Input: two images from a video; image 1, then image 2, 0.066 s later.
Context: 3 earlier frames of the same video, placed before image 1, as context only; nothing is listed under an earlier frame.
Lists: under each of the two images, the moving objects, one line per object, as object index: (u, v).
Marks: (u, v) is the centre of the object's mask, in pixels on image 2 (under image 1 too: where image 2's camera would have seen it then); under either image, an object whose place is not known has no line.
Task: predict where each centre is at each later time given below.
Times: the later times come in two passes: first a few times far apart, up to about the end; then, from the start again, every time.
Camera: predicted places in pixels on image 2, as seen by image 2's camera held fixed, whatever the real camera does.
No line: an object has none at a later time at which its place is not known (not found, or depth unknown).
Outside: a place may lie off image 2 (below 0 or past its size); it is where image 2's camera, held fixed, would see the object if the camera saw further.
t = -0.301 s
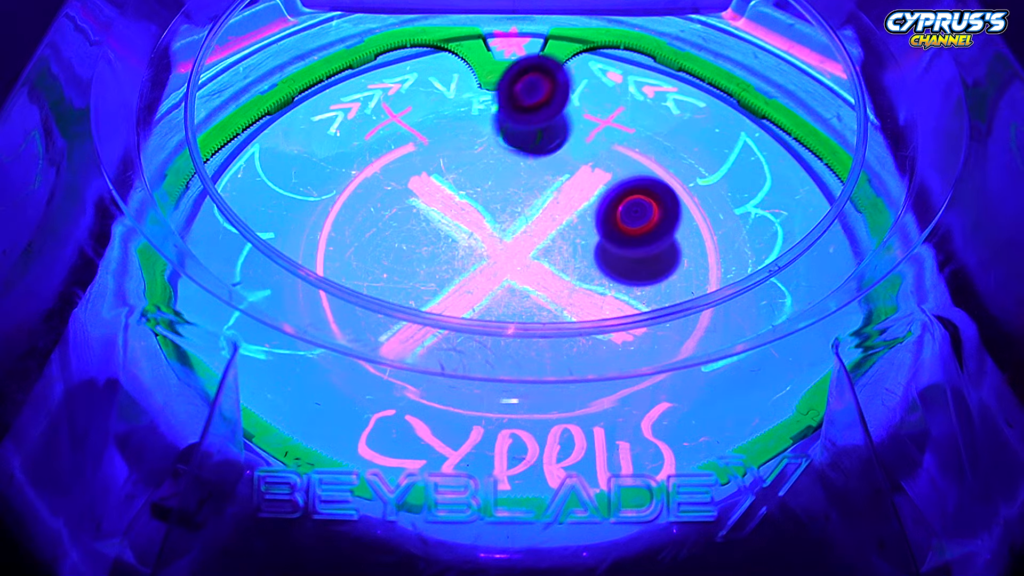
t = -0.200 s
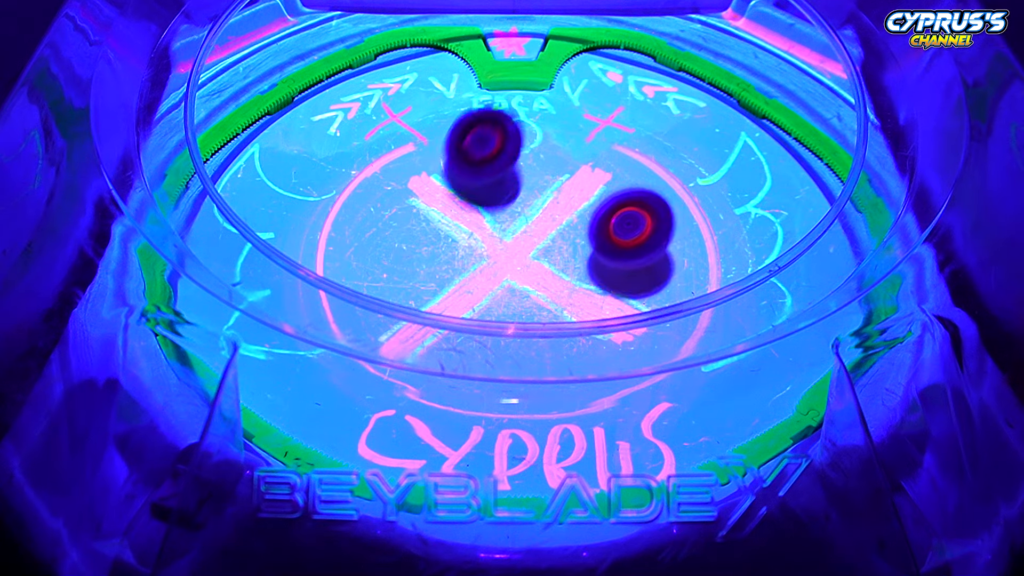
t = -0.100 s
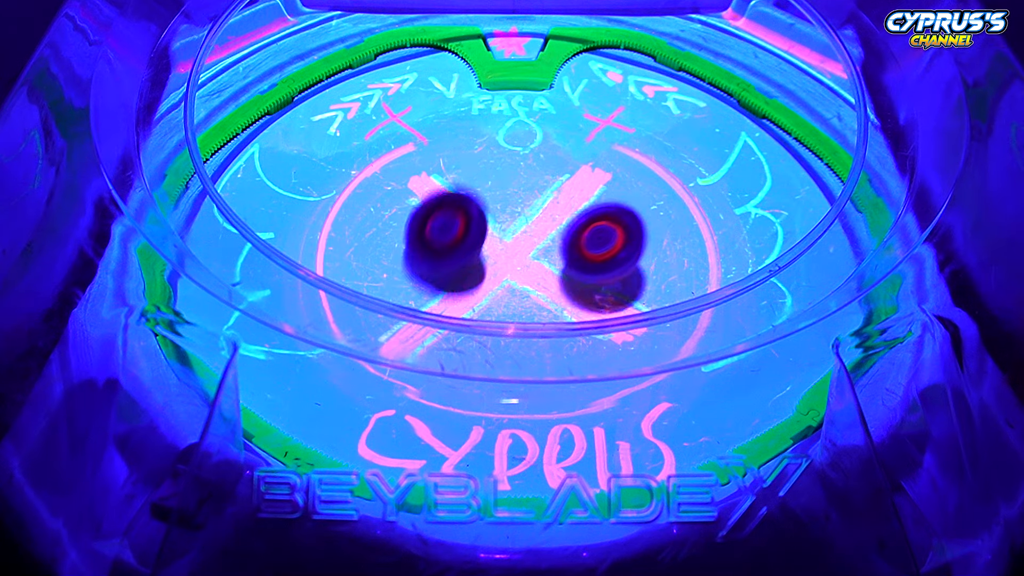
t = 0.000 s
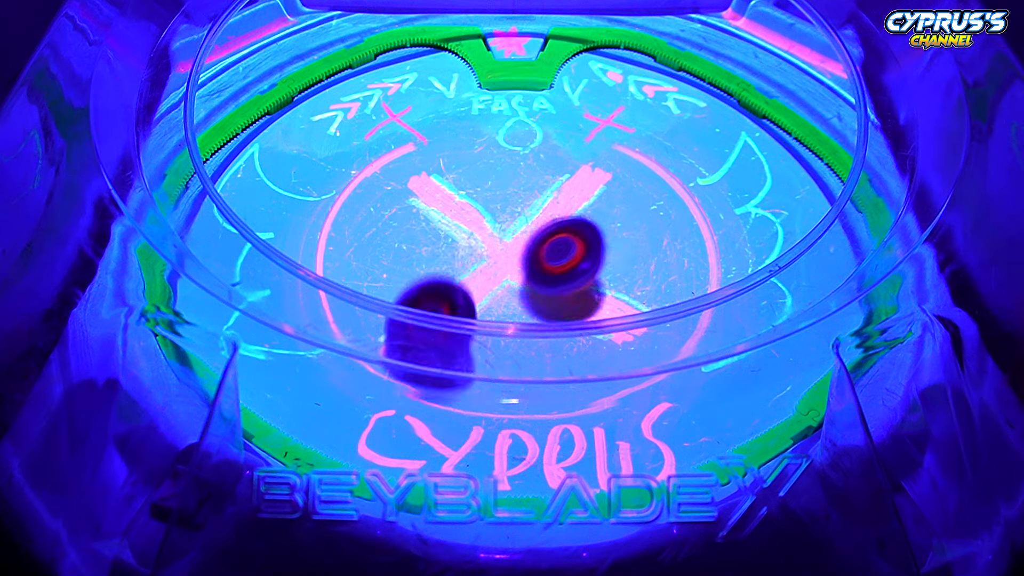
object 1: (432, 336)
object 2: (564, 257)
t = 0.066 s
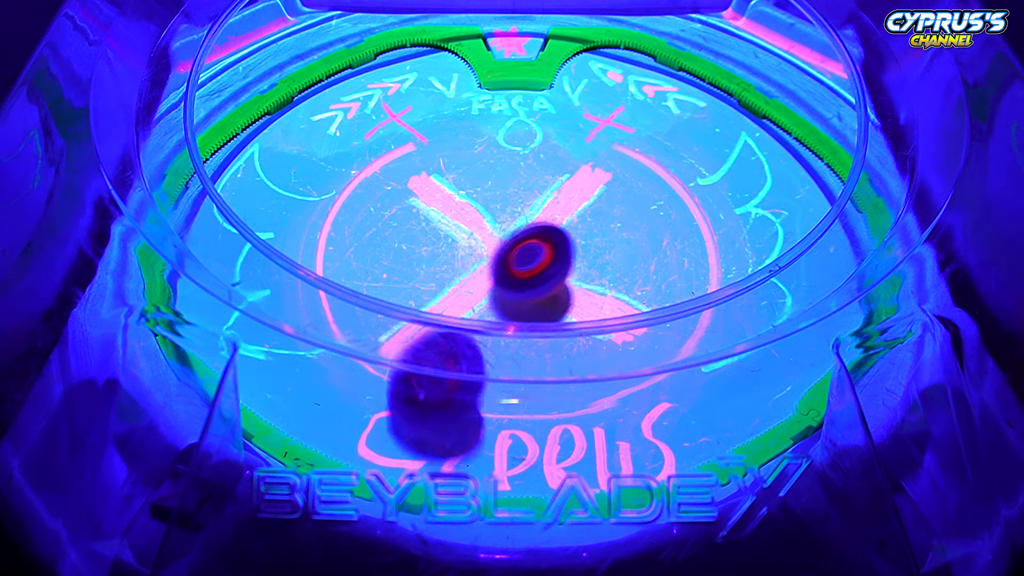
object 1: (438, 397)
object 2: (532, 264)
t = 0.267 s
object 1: (540, 451)
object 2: (452, 268)
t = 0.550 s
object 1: (662, 427)
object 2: (447, 251)
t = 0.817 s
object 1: (633, 370)
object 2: (500, 236)
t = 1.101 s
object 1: (441, 301)
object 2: (517, 203)
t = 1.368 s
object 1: (336, 263)
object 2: (501, 168)
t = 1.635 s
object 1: (394, 239)
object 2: (489, 227)
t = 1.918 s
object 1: (213, 168)
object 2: (784, 227)
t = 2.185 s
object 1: (299, 182)
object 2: (805, 202)
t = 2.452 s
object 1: (444, 180)
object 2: (702, 167)
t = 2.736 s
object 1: (509, 162)
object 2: (615, 244)
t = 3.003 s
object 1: (512, 220)
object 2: (528, 355)
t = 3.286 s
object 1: (606, 284)
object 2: (525, 340)
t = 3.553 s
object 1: (676, 248)
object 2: (495, 276)
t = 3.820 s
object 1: (603, 227)
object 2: (474, 223)
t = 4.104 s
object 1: (518, 306)
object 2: (437, 222)
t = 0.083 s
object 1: (444, 409)
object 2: (525, 265)
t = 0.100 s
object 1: (451, 412)
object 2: (517, 266)
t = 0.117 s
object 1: (459, 417)
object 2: (510, 266)
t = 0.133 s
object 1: (466, 430)
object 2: (501, 268)
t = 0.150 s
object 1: (477, 429)
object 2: (495, 269)
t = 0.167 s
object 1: (486, 432)
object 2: (488, 268)
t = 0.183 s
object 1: (496, 437)
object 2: (481, 269)
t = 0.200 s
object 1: (506, 443)
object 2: (475, 268)
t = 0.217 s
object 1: (515, 448)
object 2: (469, 269)
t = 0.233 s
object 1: (523, 448)
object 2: (462, 269)
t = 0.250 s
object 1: (532, 449)
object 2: (457, 268)
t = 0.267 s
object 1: (540, 451)
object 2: (452, 268)
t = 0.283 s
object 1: (550, 448)
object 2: (448, 268)
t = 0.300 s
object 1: (560, 449)
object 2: (445, 267)
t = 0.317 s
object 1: (570, 448)
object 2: (442, 267)
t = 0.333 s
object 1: (579, 448)
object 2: (439, 266)
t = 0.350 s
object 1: (588, 445)
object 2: (437, 266)
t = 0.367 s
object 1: (596, 445)
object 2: (435, 266)
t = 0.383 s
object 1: (607, 447)
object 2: (436, 259)
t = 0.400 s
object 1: (614, 447)
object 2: (436, 259)
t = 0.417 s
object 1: (621, 447)
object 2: (435, 258)
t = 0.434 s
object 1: (627, 446)
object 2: (436, 257)
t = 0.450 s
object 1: (632, 446)
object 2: (436, 256)
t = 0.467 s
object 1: (639, 441)
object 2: (437, 256)
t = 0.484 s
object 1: (644, 438)
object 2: (438, 256)
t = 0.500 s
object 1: (650, 431)
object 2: (440, 254)
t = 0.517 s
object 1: (655, 430)
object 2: (442, 254)
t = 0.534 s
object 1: (658, 428)
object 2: (445, 252)
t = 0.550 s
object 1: (662, 427)
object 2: (447, 251)
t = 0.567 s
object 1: (665, 425)
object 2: (450, 250)
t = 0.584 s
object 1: (667, 423)
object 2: (453, 249)
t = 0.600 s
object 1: (669, 421)
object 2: (456, 248)
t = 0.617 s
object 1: (670, 420)
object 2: (459, 247)
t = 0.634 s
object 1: (671, 418)
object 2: (463, 246)
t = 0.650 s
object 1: (671, 404)
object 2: (467, 245)
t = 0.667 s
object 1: (670, 400)
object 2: (470, 244)
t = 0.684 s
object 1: (668, 396)
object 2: (474, 243)
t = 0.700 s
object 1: (666, 392)
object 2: (477, 242)
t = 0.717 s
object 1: (663, 388)
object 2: (481, 241)
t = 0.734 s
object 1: (660, 385)
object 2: (484, 240)
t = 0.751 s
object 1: (656, 381)
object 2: (488, 240)
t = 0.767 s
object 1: (652, 379)
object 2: (491, 239)
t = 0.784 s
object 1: (646, 377)
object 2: (495, 238)
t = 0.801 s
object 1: (640, 377)
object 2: (497, 237)
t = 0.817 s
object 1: (633, 370)
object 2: (500, 236)
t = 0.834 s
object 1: (627, 364)
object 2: (503, 236)
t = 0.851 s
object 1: (618, 360)
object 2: (505, 235)
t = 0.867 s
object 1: (609, 353)
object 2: (507, 234)
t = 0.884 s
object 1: (600, 346)
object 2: (509, 233)
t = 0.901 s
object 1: (589, 341)
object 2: (511, 233)
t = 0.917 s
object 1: (579, 337)
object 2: (512, 232)
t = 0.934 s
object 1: (565, 322)
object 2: (513, 232)
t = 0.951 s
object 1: (556, 322)
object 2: (514, 231)
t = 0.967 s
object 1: (543, 319)
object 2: (515, 231)
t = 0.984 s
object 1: (531, 311)
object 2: (515, 229)
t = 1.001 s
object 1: (520, 303)
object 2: (512, 232)
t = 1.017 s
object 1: (507, 299)
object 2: (514, 230)
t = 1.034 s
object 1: (494, 300)
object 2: (516, 225)
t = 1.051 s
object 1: (480, 301)
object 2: (516, 222)
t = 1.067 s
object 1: (467, 302)
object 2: (516, 216)
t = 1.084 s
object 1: (454, 301)
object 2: (516, 210)
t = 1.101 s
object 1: (441, 301)
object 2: (517, 203)
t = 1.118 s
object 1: (428, 301)
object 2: (517, 198)
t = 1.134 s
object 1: (417, 299)
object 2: (517, 192)
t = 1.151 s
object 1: (406, 298)
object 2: (516, 187)
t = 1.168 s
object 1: (395, 296)
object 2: (516, 182)
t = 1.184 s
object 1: (386, 294)
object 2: (515, 178)
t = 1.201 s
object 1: (377, 292)
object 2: (515, 174)
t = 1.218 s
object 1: (369, 289)
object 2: (514, 171)
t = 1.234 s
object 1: (362, 287)
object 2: (513, 169)
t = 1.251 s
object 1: (356, 284)
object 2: (512, 167)
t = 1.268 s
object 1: (350, 282)
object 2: (510, 165)
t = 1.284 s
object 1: (346, 279)
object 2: (509, 165)
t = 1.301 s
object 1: (343, 276)
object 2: (508, 164)
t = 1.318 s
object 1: (340, 272)
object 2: (506, 165)
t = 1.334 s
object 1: (338, 269)
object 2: (504, 165)
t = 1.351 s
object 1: (336, 266)
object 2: (502, 166)
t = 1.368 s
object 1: (336, 263)
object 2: (501, 168)
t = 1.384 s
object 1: (336, 260)
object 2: (499, 170)
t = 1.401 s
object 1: (340, 252)
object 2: (498, 173)
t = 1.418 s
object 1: (341, 251)
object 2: (496, 176)
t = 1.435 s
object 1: (341, 250)
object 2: (495, 179)
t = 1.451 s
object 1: (342, 249)
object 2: (493, 182)
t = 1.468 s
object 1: (344, 248)
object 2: (492, 186)
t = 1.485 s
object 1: (346, 247)
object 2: (491, 190)
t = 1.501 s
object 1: (349, 247)
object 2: (490, 194)
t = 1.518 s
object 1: (352, 246)
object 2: (489, 198)
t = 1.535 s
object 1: (356, 245)
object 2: (489, 202)
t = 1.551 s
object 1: (361, 244)
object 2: (489, 206)
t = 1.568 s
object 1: (366, 243)
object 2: (488, 210)
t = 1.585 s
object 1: (373, 242)
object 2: (488, 215)
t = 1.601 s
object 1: (379, 241)
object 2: (489, 219)
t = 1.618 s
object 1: (386, 240)
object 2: (489, 223)
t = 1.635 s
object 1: (394, 239)
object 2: (489, 227)
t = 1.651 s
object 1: (401, 237)
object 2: (490, 231)
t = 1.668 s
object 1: (394, 234)
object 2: (505, 235)
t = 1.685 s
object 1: (378, 227)
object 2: (532, 240)
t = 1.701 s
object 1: (361, 221)
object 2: (561, 232)
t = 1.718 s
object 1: (345, 217)
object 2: (588, 236)
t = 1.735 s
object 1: (330, 211)
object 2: (614, 239)
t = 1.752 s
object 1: (316, 205)
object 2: (640, 243)
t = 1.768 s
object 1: (305, 200)
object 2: (665, 245)
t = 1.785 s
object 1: (293, 197)
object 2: (689, 247)
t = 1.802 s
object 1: (283, 196)
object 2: (710, 246)
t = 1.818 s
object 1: (273, 191)
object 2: (731, 245)
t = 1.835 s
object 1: (263, 185)
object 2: (746, 241)
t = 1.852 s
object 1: (254, 182)
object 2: (757, 235)
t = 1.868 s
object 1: (246, 177)
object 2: (766, 231)
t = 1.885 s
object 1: (239, 171)
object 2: (773, 230)
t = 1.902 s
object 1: (233, 168)
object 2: (778, 230)
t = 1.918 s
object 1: (213, 168)
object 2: (784, 227)
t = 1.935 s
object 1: (202, 164)
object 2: (790, 224)
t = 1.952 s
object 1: (204, 164)
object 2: (804, 228)
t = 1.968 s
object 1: (212, 165)
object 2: (813, 230)
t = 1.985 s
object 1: (217, 170)
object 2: (816, 227)
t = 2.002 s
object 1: (225, 171)
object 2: (818, 224)
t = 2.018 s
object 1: (236, 168)
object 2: (819, 223)
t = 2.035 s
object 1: (239, 171)
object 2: (821, 220)
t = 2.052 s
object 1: (243, 171)
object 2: (823, 218)
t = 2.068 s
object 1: (250, 174)
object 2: (824, 217)
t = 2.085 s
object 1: (256, 177)
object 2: (825, 216)
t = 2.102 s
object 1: (262, 178)
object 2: (824, 216)
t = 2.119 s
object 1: (269, 180)
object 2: (823, 214)
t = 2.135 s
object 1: (276, 181)
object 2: (822, 213)
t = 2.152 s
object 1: (284, 181)
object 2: (818, 210)
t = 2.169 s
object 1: (292, 182)
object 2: (807, 203)
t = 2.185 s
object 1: (299, 182)
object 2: (805, 202)
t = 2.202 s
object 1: (307, 182)
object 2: (802, 201)
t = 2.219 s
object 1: (315, 183)
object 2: (800, 200)
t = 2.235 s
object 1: (323, 182)
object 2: (796, 199)
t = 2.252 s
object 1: (331, 182)
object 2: (794, 198)
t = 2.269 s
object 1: (339, 181)
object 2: (790, 196)
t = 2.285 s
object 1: (346, 181)
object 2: (784, 194)
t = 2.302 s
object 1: (354, 179)
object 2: (778, 192)
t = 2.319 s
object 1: (362, 179)
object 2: (770, 189)
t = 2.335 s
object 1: (370, 180)
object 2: (763, 187)
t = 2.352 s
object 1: (379, 179)
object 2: (755, 183)
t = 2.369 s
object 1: (389, 178)
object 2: (747, 180)
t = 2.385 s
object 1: (399, 179)
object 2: (738, 177)
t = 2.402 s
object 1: (409, 179)
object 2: (728, 175)
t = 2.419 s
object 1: (420, 179)
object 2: (721, 172)
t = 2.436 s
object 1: (432, 179)
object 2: (712, 170)
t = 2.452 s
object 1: (444, 180)
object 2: (702, 167)
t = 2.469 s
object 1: (456, 181)
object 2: (691, 167)
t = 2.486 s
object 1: (469, 182)
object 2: (680, 168)
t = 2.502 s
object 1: (481, 183)
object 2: (669, 166)
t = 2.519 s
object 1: (494, 185)
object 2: (657, 169)
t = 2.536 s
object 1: (507, 187)
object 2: (644, 169)
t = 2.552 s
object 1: (520, 188)
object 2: (631, 170)
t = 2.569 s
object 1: (533, 190)
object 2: (617, 174)
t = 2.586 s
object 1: (538, 190)
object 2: (609, 180)
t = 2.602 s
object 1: (536, 182)
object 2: (612, 173)
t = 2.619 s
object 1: (533, 175)
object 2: (614, 178)
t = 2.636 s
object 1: (530, 169)
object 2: (617, 188)
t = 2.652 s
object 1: (526, 165)
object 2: (619, 203)
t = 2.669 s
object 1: (522, 163)
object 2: (620, 211)
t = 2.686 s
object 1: (517, 164)
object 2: (620, 216)
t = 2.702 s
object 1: (513, 167)
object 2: (619, 226)
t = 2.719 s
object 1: (511, 166)
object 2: (617, 242)
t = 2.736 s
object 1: (509, 162)
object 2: (615, 244)
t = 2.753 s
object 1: (507, 161)
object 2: (612, 250)
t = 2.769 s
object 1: (505, 162)
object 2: (609, 261)
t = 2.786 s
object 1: (502, 165)
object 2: (605, 273)
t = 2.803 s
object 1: (500, 169)
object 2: (600, 277)
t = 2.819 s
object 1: (498, 172)
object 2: (594, 282)
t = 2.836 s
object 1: (498, 172)
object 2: (588, 301)
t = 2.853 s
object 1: (498, 175)
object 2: (581, 310)
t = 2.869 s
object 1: (498, 179)
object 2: (574, 317)
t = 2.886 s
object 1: (497, 186)
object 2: (566, 322)
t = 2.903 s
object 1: (498, 190)
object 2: (560, 322)
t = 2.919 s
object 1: (499, 194)
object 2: (554, 323)
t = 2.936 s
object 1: (501, 200)
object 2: (547, 339)
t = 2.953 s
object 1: (503, 205)
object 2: (541, 339)
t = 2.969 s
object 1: (506, 210)
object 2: (537, 346)
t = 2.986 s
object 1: (508, 216)
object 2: (532, 352)
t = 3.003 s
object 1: (512, 220)
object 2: (528, 355)
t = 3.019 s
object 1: (515, 227)
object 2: (524, 358)
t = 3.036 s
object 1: (519, 233)
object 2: (521, 360)
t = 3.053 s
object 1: (523, 239)
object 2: (519, 361)
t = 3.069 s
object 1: (528, 245)
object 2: (517, 362)
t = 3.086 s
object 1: (533, 250)
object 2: (515, 363)
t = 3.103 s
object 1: (538, 255)
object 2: (515, 363)
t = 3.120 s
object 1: (545, 259)
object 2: (515, 363)
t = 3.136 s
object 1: (551, 263)
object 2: (515, 362)
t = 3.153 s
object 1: (556, 268)
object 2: (516, 362)
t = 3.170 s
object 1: (564, 270)
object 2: (518, 359)
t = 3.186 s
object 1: (570, 275)
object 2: (519, 357)
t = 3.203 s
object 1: (576, 276)
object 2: (522, 355)
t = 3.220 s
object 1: (582, 278)
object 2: (524, 351)
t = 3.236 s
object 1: (588, 281)
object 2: (525, 347)
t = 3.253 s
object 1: (593, 282)
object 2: (527, 344)
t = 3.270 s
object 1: (599, 284)
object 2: (527, 341)
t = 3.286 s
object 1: (606, 284)
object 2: (525, 340)
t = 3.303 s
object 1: (614, 283)
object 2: (523, 340)
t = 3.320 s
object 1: (622, 282)
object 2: (520, 339)
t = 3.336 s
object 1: (629, 280)
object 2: (520, 339)
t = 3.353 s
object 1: (636, 278)
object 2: (517, 323)
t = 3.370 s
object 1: (642, 277)
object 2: (517, 323)
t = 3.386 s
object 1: (648, 274)
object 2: (514, 322)
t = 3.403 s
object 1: (653, 272)
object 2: (512, 320)
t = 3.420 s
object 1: (658, 270)
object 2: (510, 314)
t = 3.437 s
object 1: (662, 267)
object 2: (508, 309)
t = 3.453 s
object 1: (666, 265)
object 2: (506, 303)
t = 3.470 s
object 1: (669, 263)
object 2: (505, 288)
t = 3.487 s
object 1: (672, 260)
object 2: (503, 286)
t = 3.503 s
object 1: (674, 257)
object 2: (501, 284)
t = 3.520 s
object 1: (675, 255)
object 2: (499, 282)
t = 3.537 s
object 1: (676, 251)
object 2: (497, 279)
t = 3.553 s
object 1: (676, 248)
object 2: (495, 276)
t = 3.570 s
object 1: (675, 244)
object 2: (493, 272)
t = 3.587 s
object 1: (674, 241)
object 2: (491, 268)
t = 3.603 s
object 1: (672, 238)
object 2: (490, 263)
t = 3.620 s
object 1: (669, 235)
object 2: (488, 259)
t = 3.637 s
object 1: (666, 233)
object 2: (487, 254)
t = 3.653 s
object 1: (663, 231)
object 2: (485, 250)
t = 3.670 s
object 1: (658, 229)
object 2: (484, 246)
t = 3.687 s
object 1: (654, 227)
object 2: (483, 242)
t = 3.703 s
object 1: (649, 226)
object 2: (482, 239)
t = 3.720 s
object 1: (643, 225)
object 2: (481, 235)
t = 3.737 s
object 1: (637, 224)
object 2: (480, 232)
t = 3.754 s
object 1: (631, 224)
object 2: (478, 230)
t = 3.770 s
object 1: (624, 224)
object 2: (477, 228)
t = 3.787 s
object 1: (618, 225)
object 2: (476, 226)
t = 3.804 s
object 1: (610, 226)
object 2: (475, 224)
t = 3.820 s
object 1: (603, 227)
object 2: (474, 223)
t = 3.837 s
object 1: (596, 229)
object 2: (473, 222)
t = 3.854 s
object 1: (589, 230)
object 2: (473, 222)
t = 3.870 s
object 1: (581, 233)
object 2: (472, 221)
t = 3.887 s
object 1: (573, 235)
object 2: (471, 222)
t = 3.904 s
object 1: (566, 238)
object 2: (470, 222)
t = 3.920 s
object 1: (558, 241)
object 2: (469, 222)
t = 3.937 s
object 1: (550, 245)
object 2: (469, 223)
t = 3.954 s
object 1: (543, 249)
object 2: (467, 224)
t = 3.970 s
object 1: (537, 254)
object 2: (465, 224)
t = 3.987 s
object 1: (534, 260)
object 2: (461, 223)
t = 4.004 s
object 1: (532, 267)
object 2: (457, 223)
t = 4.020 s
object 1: (529, 273)
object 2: (453, 222)
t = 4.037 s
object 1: (527, 278)
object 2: (449, 221)
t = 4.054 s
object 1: (524, 282)
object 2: (446, 221)
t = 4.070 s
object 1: (522, 285)
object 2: (442, 221)
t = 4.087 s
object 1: (519, 288)
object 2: (439, 221)
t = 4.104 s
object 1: (518, 306)
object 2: (437, 222)
